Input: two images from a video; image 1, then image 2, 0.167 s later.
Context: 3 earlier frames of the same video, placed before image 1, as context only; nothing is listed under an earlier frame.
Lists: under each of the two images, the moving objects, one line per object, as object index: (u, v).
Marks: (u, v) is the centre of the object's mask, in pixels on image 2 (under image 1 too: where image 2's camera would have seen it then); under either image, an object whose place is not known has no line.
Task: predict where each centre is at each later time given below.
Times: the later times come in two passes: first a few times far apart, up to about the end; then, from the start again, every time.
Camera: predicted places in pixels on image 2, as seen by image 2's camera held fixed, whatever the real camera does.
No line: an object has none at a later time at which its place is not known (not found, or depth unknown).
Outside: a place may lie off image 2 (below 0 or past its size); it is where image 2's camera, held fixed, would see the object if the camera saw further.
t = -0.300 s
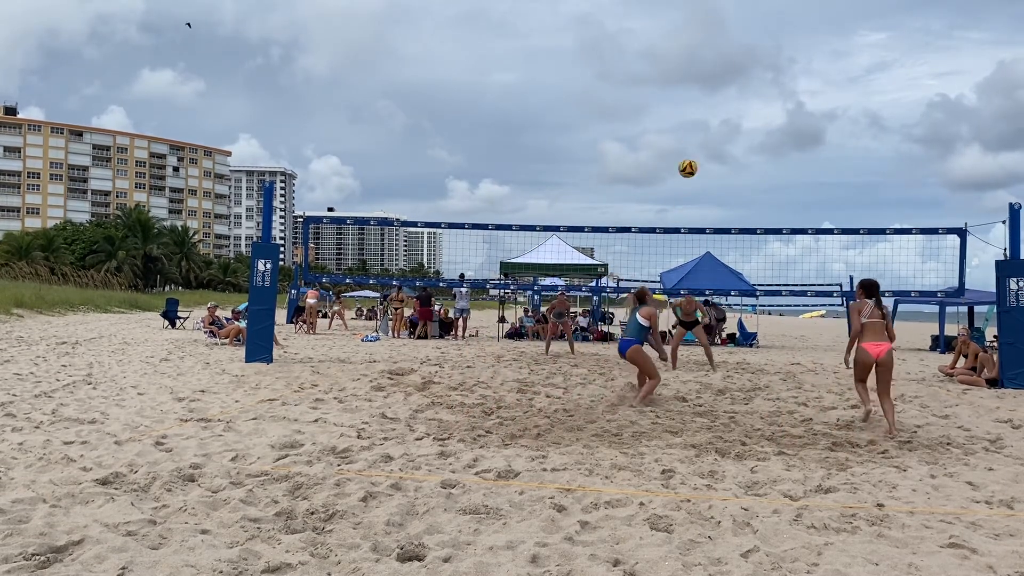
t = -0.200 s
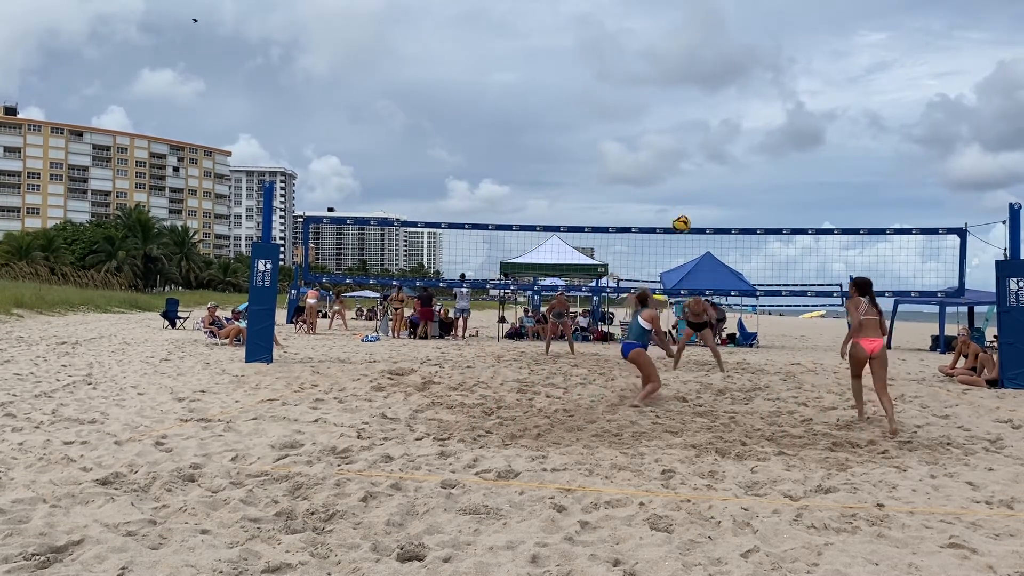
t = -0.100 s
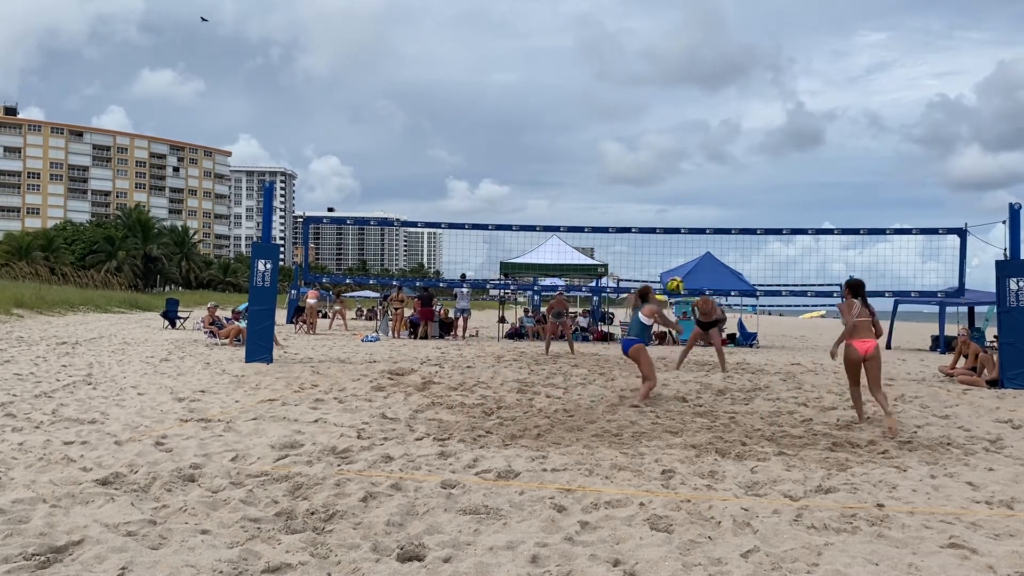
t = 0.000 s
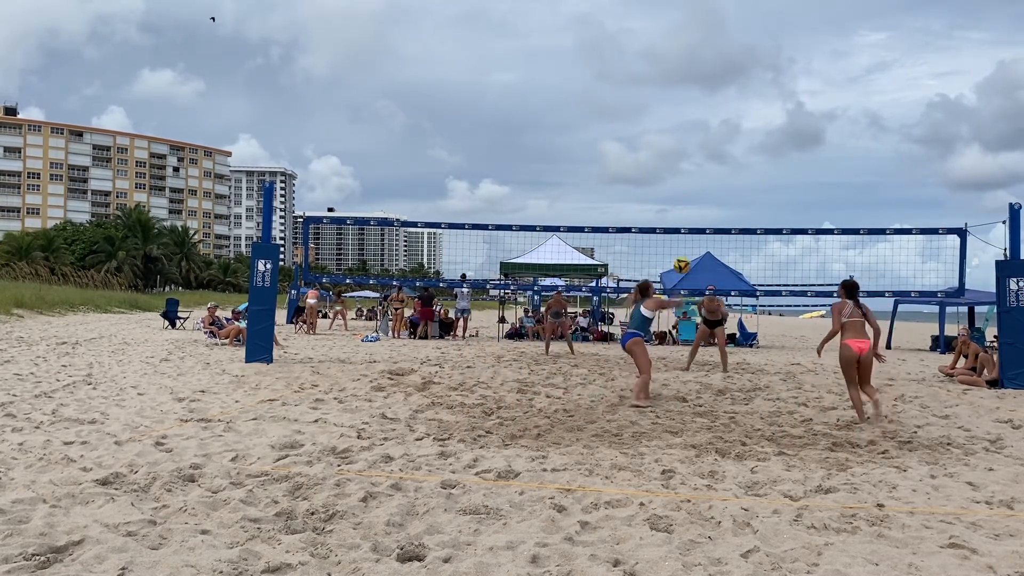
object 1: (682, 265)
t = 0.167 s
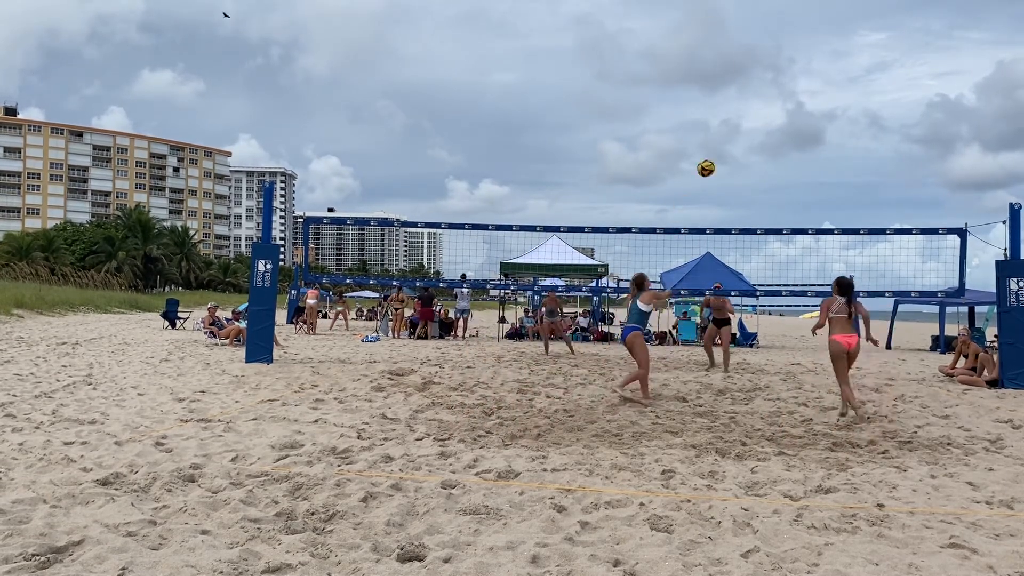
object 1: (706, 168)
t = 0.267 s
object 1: (719, 123)
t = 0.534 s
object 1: (751, 43)
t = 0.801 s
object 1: (779, 22)
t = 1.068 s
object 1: (803, 57)
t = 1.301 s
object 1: (819, 129)
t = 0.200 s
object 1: (710, 152)
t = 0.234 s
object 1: (715, 137)
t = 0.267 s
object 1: (719, 123)
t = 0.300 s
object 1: (723, 109)
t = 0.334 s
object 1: (727, 97)
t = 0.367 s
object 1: (732, 85)
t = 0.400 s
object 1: (735, 75)
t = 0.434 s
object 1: (739, 66)
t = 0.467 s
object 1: (743, 57)
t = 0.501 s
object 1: (747, 49)
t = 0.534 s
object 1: (751, 43)
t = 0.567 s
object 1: (755, 37)
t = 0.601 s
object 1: (758, 32)
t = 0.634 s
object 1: (762, 29)
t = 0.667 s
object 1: (765, 26)
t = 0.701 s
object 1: (769, 23)
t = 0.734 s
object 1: (772, 22)
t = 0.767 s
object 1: (776, 22)
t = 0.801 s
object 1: (779, 22)
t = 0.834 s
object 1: (782, 24)
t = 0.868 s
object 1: (785, 26)
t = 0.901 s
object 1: (788, 29)
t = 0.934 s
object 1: (791, 33)
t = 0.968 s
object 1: (794, 38)
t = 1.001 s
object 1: (797, 43)
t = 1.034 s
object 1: (800, 50)
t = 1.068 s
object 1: (803, 57)
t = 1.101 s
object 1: (806, 65)
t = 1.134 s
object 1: (808, 74)
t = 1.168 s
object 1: (810, 83)
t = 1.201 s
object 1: (812, 94)
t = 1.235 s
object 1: (815, 105)
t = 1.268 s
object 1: (817, 117)
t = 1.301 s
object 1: (819, 129)
